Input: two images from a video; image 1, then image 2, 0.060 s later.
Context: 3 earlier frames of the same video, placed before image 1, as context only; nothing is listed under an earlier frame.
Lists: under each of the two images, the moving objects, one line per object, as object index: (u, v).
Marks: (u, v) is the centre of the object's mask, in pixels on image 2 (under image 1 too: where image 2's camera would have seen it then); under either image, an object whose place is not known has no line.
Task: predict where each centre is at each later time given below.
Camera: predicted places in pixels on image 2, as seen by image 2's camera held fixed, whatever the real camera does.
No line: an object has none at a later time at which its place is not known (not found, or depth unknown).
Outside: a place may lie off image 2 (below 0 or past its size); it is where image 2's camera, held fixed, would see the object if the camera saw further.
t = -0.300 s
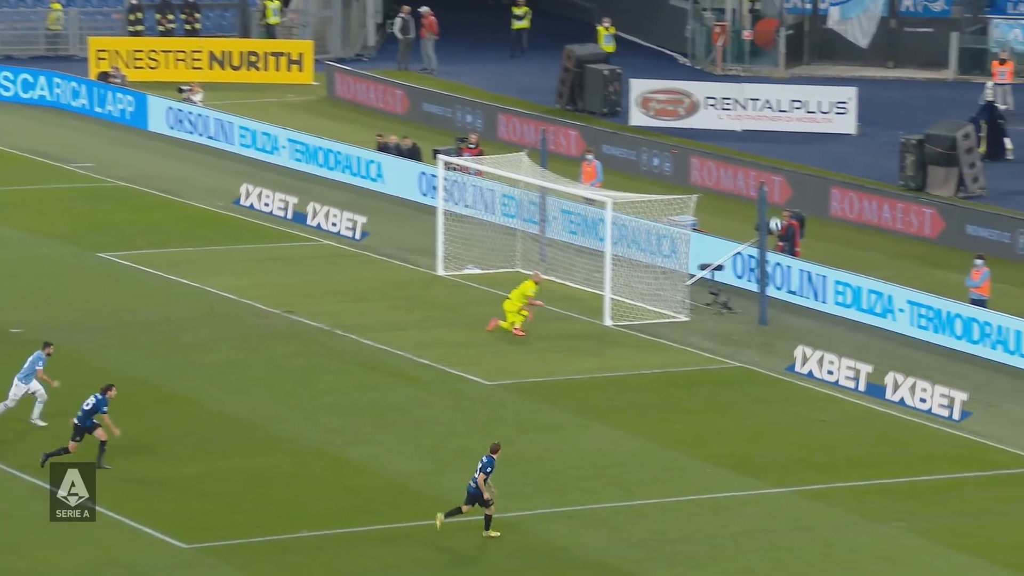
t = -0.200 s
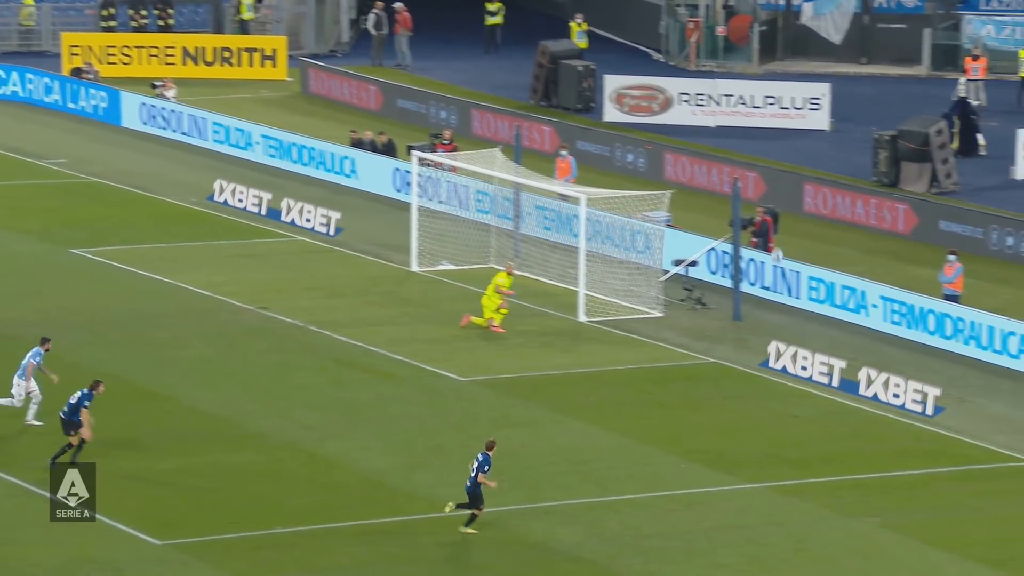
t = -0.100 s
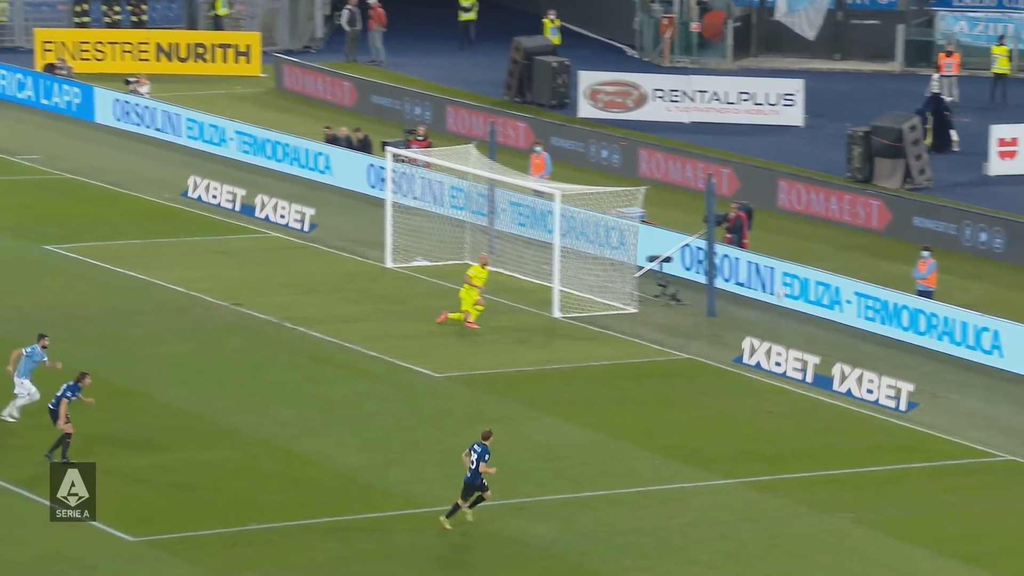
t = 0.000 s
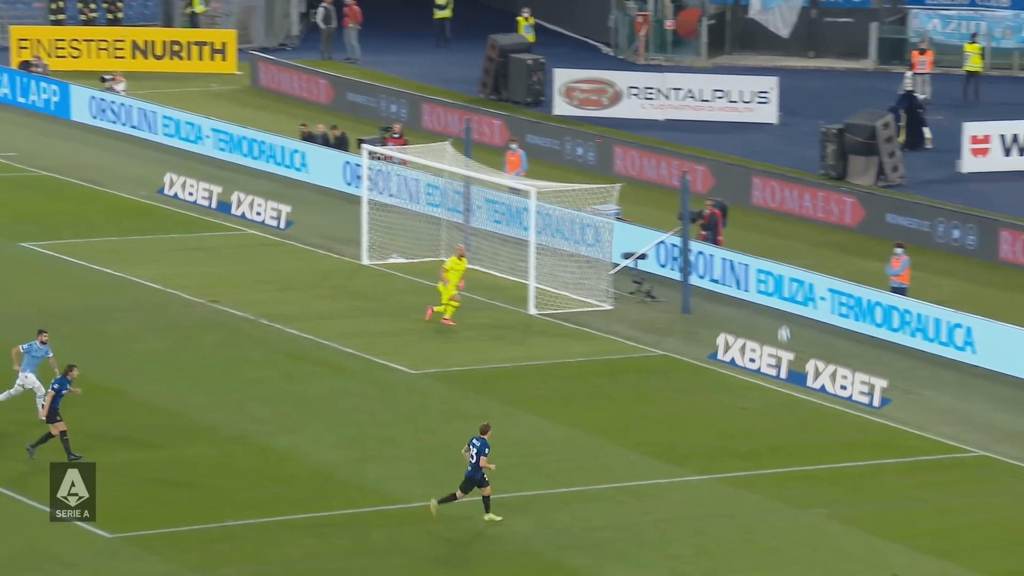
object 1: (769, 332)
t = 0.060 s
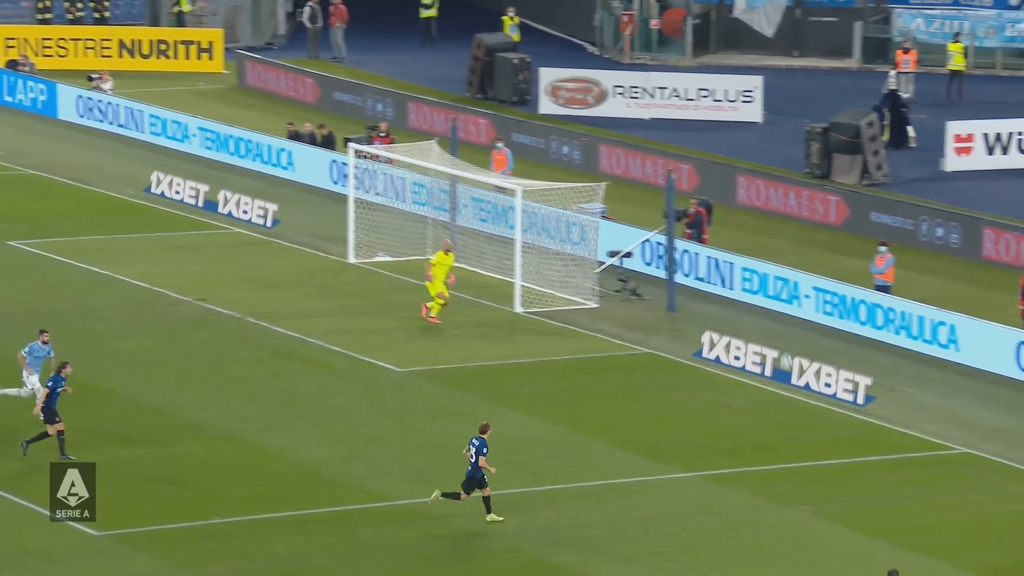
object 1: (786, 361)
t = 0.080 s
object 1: (793, 371)
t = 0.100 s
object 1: (798, 382)
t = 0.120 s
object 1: (804, 394)
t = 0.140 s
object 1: (811, 405)
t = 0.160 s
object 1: (817, 416)
